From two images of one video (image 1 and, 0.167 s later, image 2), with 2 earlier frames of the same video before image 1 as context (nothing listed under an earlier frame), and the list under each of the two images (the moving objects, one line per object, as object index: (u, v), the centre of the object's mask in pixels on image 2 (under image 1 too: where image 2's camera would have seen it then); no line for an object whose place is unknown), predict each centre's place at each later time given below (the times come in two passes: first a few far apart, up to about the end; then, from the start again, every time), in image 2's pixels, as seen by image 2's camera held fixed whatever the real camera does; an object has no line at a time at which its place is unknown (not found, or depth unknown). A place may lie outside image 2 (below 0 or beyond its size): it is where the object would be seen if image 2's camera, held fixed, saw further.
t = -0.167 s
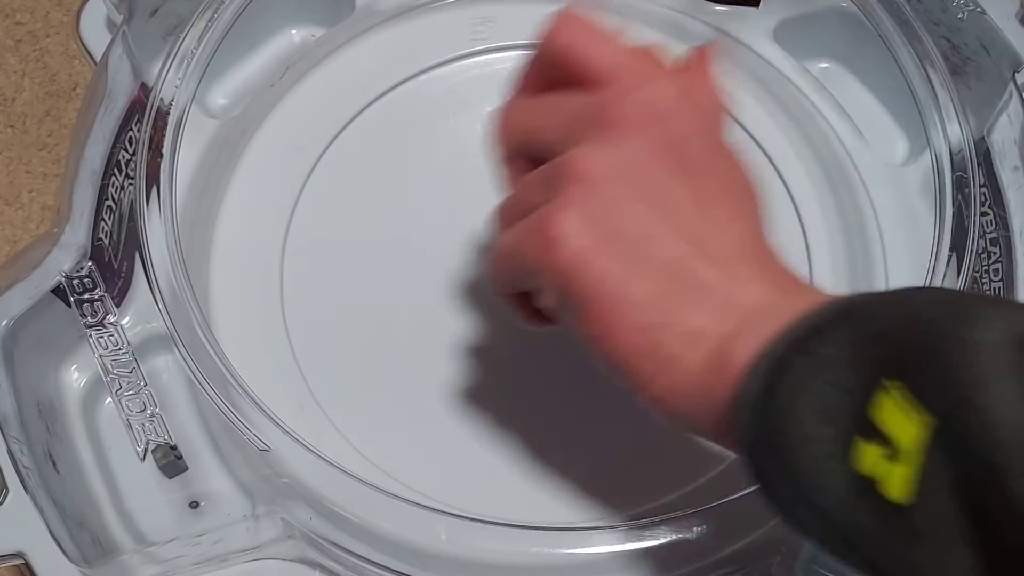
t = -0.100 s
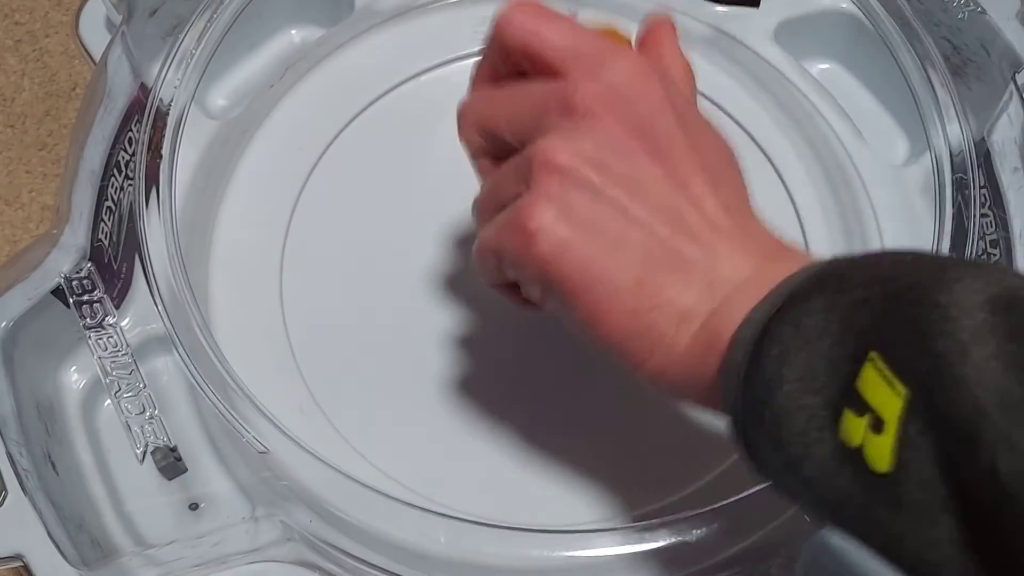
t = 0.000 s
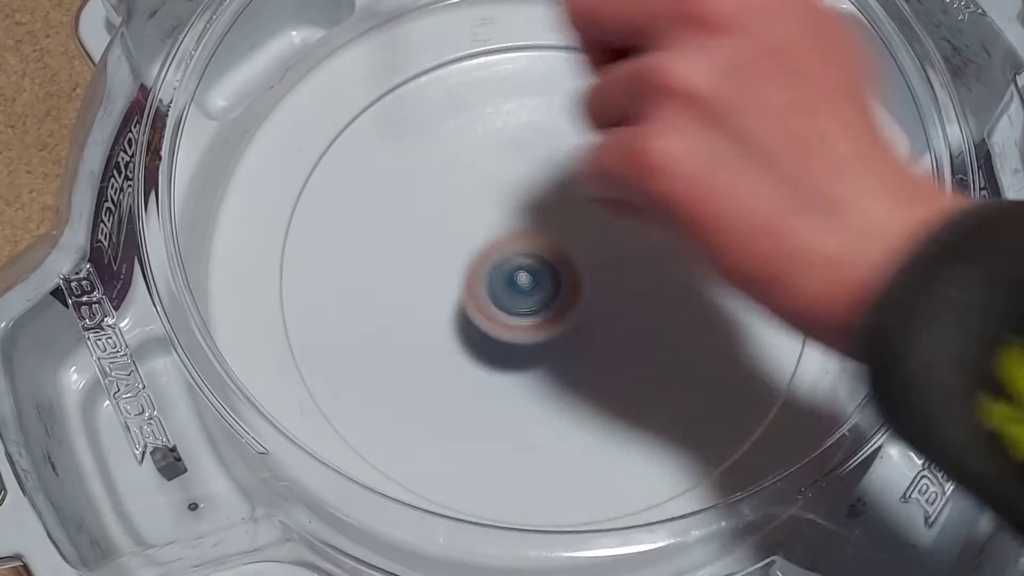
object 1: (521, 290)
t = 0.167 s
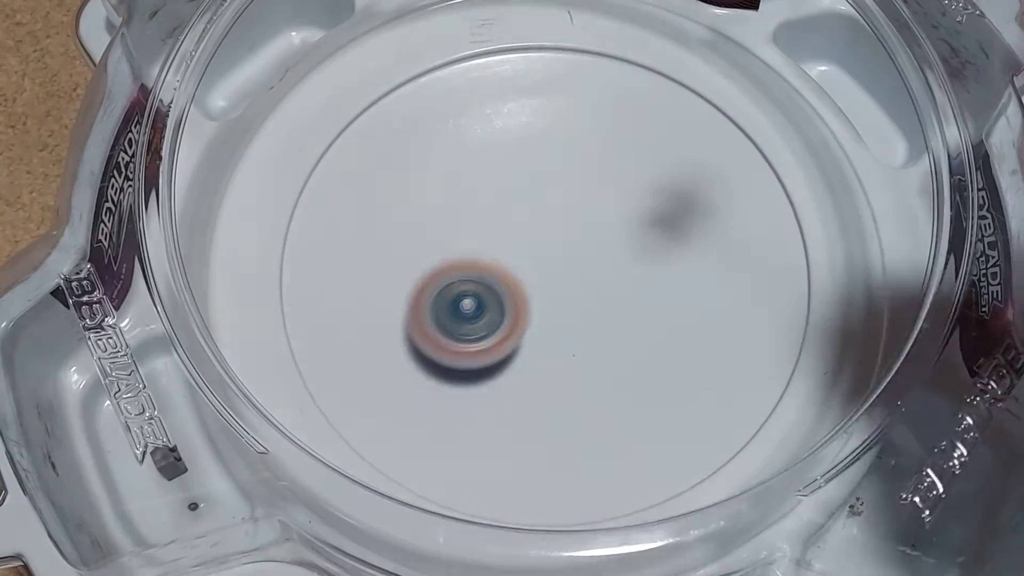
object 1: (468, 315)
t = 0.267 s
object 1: (461, 333)
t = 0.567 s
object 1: (561, 307)
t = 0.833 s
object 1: (440, 184)
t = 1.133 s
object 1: (388, 383)
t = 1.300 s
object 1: (608, 387)
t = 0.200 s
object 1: (463, 319)
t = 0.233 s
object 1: (461, 325)
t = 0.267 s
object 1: (461, 333)
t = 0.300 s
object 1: (463, 341)
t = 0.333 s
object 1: (469, 349)
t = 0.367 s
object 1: (478, 357)
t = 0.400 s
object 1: (492, 363)
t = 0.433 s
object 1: (509, 363)
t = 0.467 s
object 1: (526, 358)
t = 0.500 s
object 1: (543, 346)
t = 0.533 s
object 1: (555, 328)
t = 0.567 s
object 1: (561, 307)
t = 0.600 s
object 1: (562, 285)
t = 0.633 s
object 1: (557, 263)
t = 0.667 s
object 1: (546, 241)
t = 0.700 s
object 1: (531, 221)
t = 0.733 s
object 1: (511, 205)
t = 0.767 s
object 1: (488, 193)
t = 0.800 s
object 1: (464, 186)
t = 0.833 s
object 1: (440, 184)
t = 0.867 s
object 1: (416, 188)
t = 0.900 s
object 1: (393, 197)
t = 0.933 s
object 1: (373, 213)
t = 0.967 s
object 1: (358, 235)
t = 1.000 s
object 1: (347, 262)
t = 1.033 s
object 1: (343, 292)
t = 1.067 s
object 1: (348, 324)
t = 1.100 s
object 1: (362, 355)
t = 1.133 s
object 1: (388, 383)
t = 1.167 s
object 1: (422, 404)
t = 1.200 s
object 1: (466, 416)
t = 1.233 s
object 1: (513, 418)
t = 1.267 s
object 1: (563, 407)
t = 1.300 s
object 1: (608, 387)
